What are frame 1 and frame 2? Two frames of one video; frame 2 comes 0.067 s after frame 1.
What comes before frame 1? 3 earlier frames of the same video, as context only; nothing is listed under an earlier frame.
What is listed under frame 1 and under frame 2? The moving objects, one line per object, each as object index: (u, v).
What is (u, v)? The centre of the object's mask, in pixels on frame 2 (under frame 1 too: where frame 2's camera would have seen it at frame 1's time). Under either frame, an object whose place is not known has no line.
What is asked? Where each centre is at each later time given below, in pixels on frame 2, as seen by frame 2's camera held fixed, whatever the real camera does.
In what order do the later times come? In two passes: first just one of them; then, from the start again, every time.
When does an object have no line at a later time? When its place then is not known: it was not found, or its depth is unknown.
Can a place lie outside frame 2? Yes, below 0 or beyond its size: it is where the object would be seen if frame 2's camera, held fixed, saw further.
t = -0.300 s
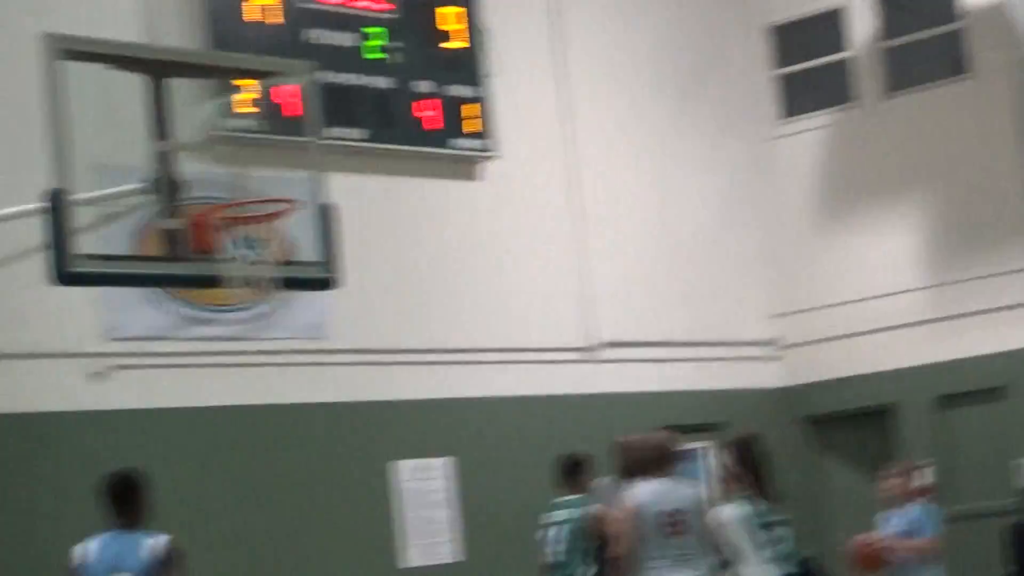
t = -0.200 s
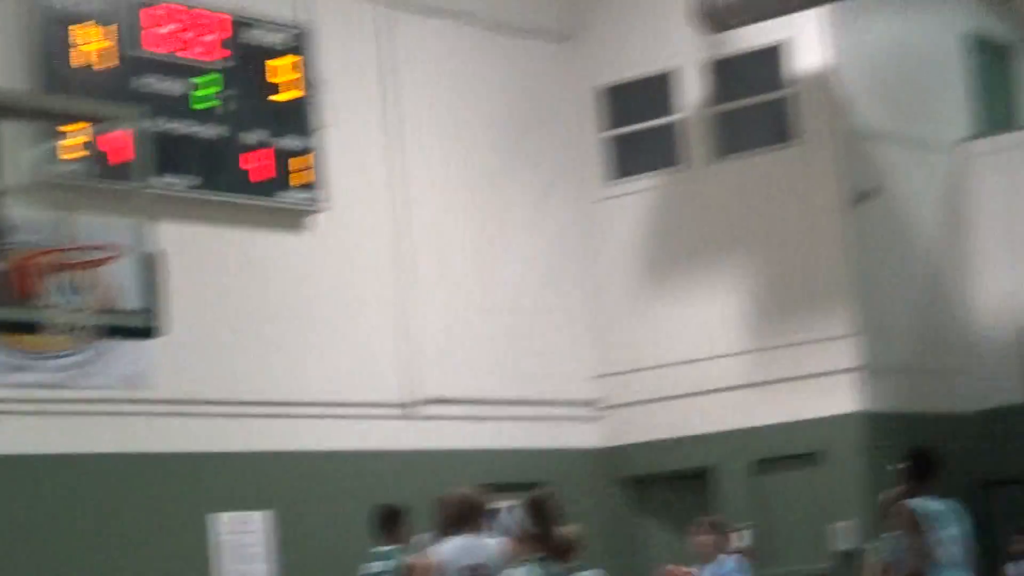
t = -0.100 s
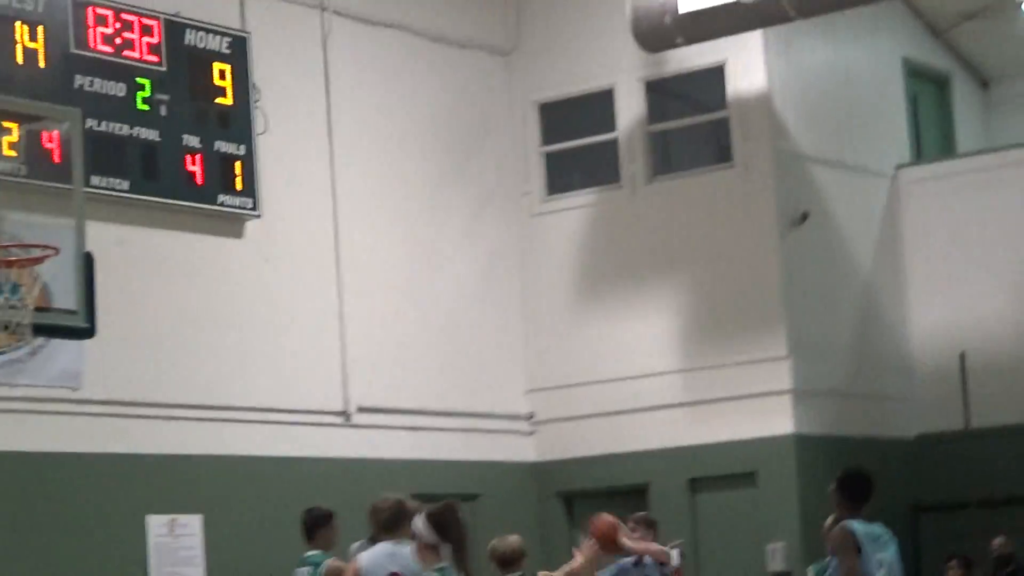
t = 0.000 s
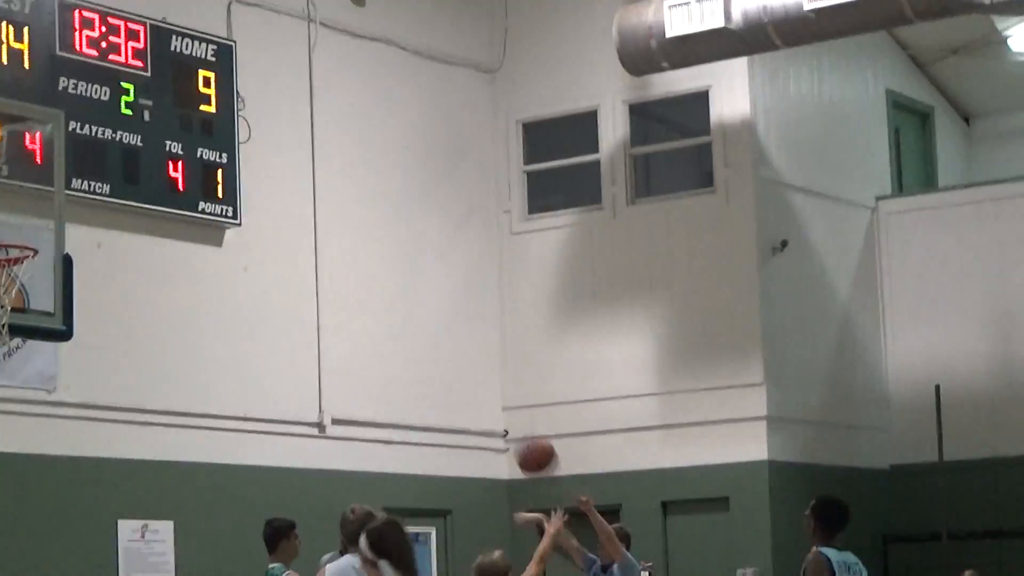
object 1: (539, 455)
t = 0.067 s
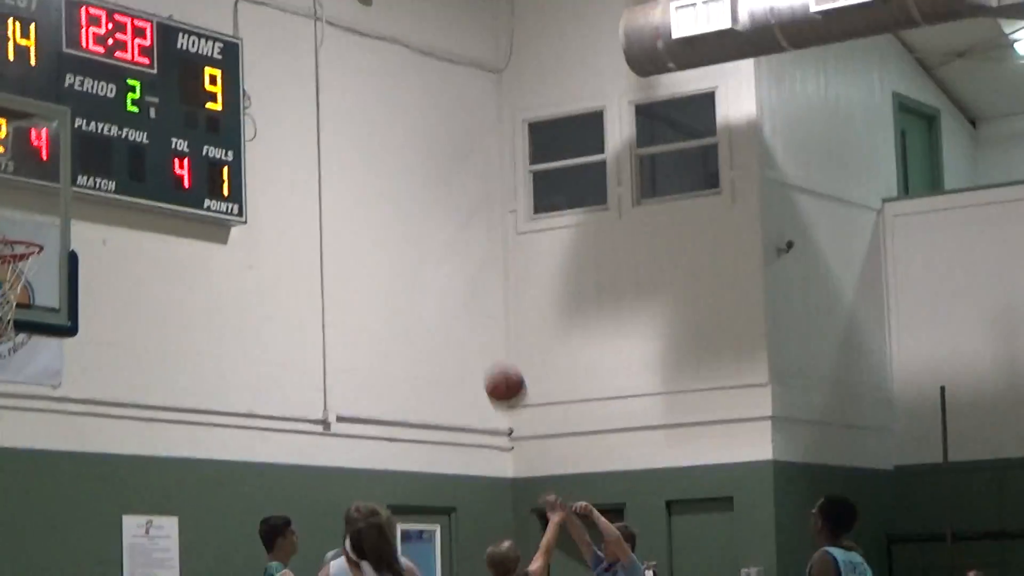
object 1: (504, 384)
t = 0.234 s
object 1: (416, 243)
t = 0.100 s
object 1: (488, 355)
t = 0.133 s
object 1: (470, 325)
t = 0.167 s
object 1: (452, 295)
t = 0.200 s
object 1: (434, 269)
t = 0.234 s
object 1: (416, 243)
